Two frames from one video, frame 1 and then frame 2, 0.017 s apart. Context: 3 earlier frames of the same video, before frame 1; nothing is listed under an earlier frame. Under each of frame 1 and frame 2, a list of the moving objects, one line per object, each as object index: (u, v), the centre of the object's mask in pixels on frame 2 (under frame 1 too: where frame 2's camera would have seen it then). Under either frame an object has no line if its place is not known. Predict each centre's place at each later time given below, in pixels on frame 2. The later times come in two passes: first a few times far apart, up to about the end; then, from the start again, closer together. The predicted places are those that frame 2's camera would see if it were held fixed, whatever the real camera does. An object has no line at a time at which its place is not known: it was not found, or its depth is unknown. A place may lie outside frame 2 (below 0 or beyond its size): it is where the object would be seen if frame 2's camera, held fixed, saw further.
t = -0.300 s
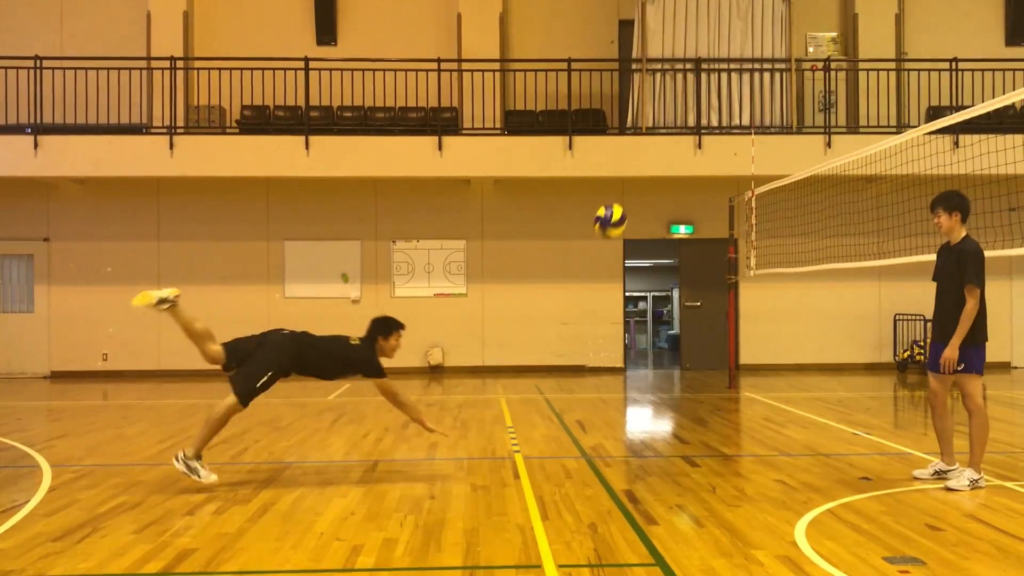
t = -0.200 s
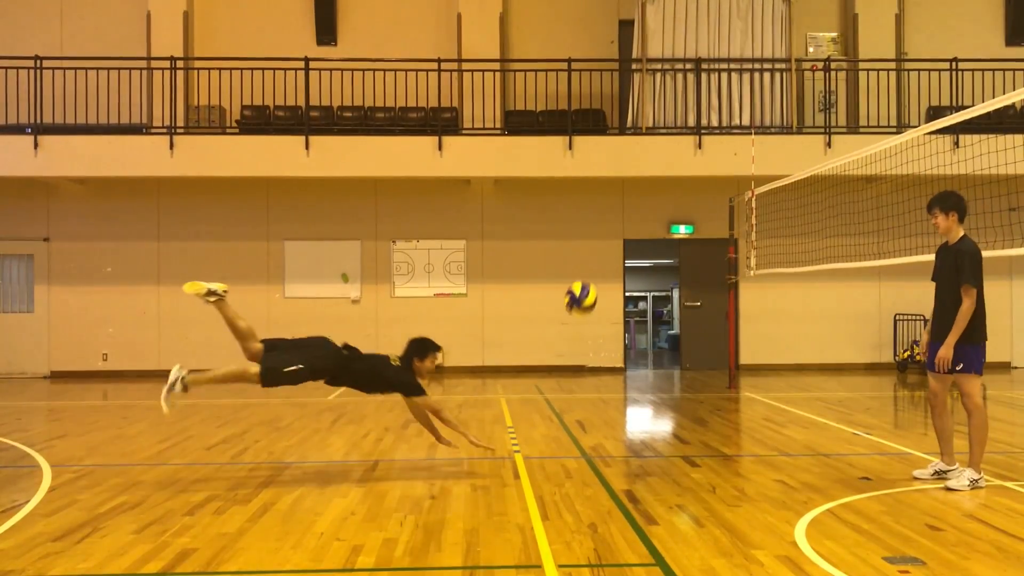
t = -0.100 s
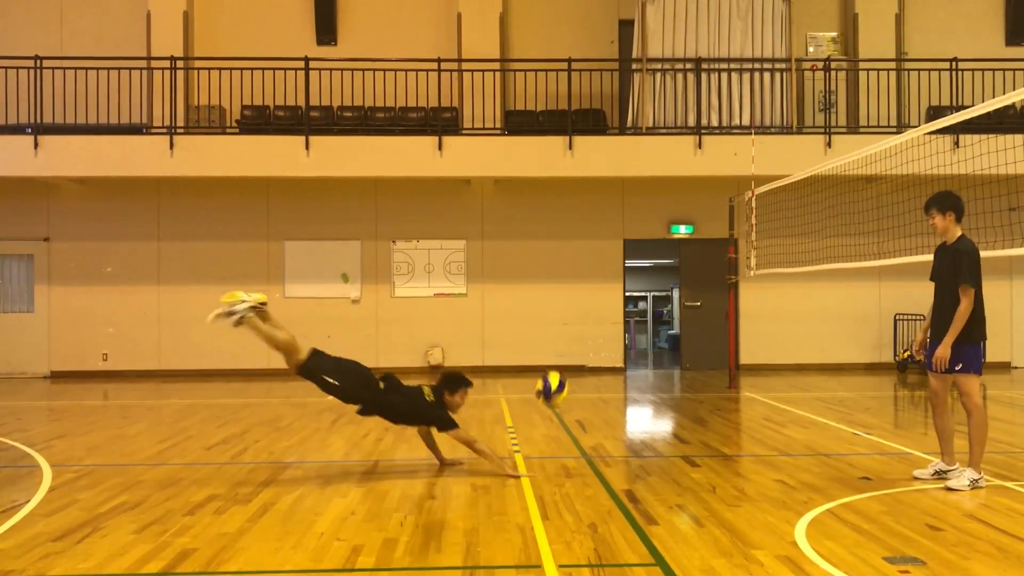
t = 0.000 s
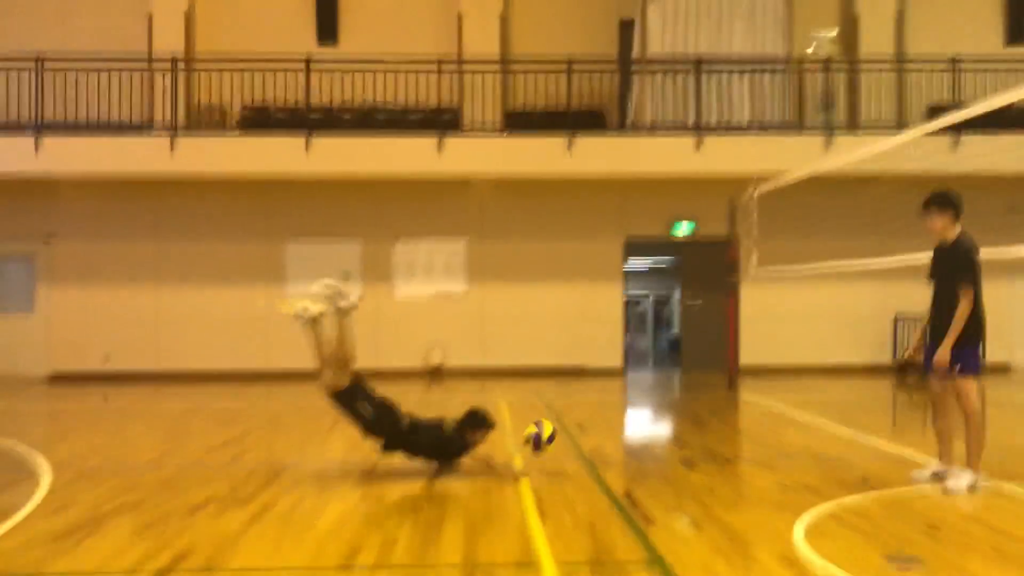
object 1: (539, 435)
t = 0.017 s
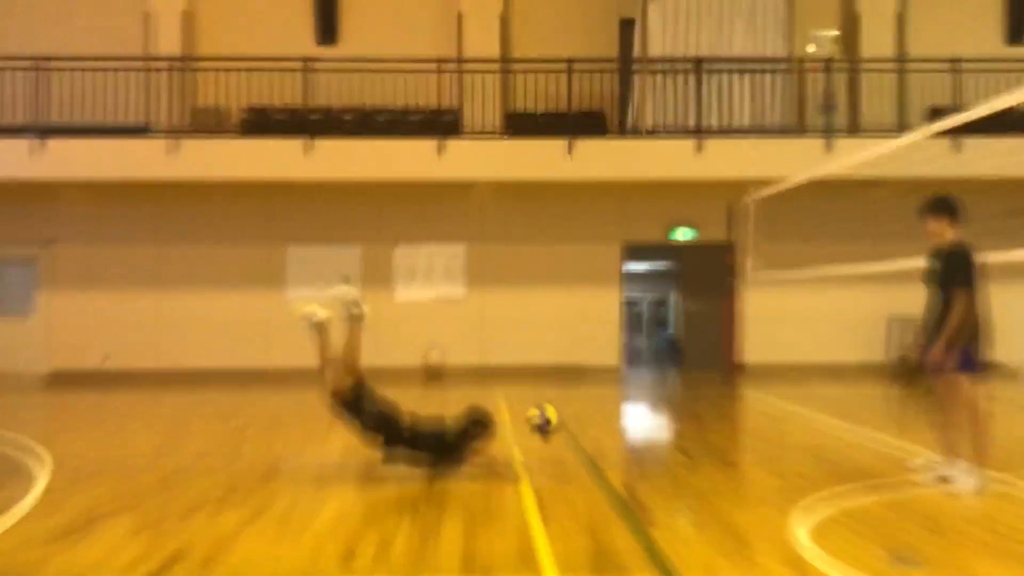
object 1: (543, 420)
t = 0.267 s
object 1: (615, 281)
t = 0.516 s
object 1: (680, 232)
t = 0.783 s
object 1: (744, 272)
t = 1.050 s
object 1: (807, 403)
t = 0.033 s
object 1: (549, 406)
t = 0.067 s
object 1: (559, 386)
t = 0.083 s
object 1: (564, 375)
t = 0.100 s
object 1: (568, 364)
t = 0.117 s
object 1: (574, 356)
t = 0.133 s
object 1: (578, 346)
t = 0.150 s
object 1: (583, 336)
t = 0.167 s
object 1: (587, 327)
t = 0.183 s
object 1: (592, 318)
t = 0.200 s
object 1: (596, 310)
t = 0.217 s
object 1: (601, 302)
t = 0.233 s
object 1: (606, 295)
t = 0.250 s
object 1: (610, 288)
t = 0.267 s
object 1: (615, 281)
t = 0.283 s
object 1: (619, 275)
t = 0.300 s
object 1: (623, 270)
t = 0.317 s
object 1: (627, 265)
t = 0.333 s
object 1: (632, 259)
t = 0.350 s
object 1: (636, 256)
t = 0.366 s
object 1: (640, 252)
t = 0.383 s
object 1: (644, 248)
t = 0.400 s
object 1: (648, 245)
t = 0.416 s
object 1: (653, 242)
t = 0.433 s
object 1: (658, 239)
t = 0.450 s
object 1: (662, 237)
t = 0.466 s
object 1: (666, 235)
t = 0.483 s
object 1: (671, 233)
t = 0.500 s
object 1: (675, 233)
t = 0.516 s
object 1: (680, 232)
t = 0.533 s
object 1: (684, 232)
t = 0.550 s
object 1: (688, 232)
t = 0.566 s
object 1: (692, 233)
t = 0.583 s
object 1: (697, 234)
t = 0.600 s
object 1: (701, 235)
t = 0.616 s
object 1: (705, 237)
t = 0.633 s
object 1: (709, 238)
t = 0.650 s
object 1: (713, 241)
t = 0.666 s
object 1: (718, 244)
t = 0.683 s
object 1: (722, 247)
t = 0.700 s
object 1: (726, 251)
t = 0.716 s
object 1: (730, 255)
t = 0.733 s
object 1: (733, 259)
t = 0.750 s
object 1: (737, 264)
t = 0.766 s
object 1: (741, 268)
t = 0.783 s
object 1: (744, 272)
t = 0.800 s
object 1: (749, 277)
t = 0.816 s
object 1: (753, 284)
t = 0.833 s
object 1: (757, 291)
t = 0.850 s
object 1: (761, 298)
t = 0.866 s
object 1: (765, 304)
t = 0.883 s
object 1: (769, 312)
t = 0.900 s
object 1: (773, 320)
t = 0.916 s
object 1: (777, 328)
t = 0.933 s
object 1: (780, 336)
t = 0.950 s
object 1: (784, 345)
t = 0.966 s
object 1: (788, 354)
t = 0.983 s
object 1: (792, 364)
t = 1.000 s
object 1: (795, 373)
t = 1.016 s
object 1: (800, 384)
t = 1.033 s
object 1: (803, 393)
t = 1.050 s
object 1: (807, 403)
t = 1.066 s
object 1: (811, 414)
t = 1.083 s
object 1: (815, 426)
